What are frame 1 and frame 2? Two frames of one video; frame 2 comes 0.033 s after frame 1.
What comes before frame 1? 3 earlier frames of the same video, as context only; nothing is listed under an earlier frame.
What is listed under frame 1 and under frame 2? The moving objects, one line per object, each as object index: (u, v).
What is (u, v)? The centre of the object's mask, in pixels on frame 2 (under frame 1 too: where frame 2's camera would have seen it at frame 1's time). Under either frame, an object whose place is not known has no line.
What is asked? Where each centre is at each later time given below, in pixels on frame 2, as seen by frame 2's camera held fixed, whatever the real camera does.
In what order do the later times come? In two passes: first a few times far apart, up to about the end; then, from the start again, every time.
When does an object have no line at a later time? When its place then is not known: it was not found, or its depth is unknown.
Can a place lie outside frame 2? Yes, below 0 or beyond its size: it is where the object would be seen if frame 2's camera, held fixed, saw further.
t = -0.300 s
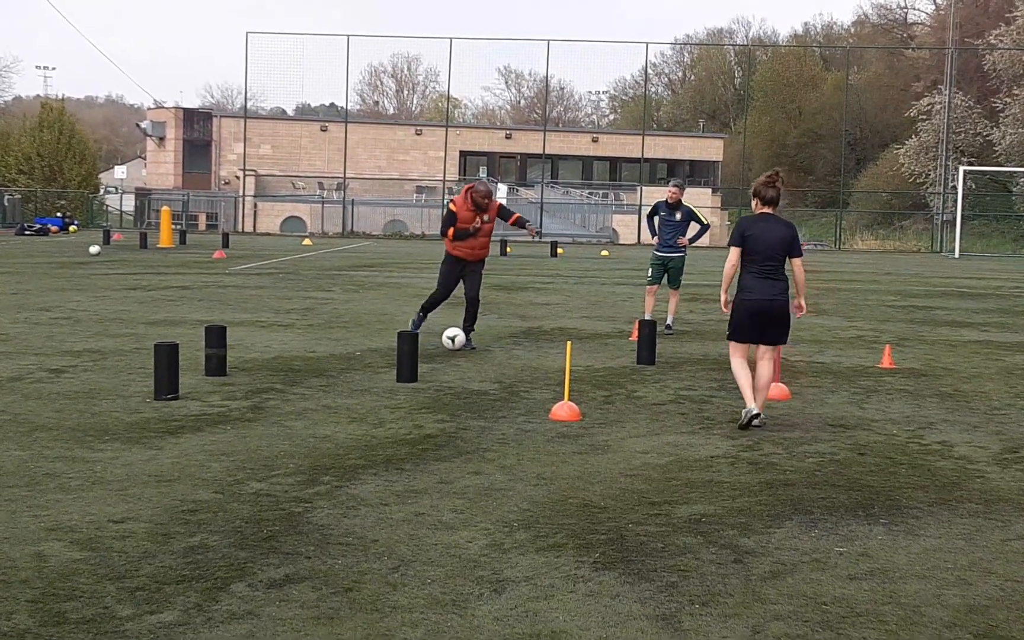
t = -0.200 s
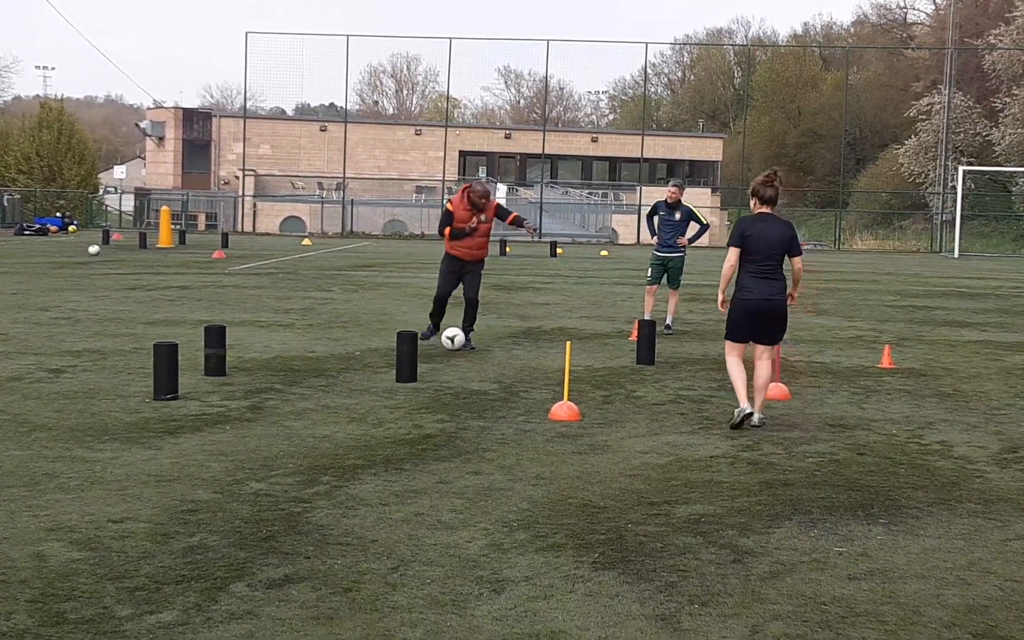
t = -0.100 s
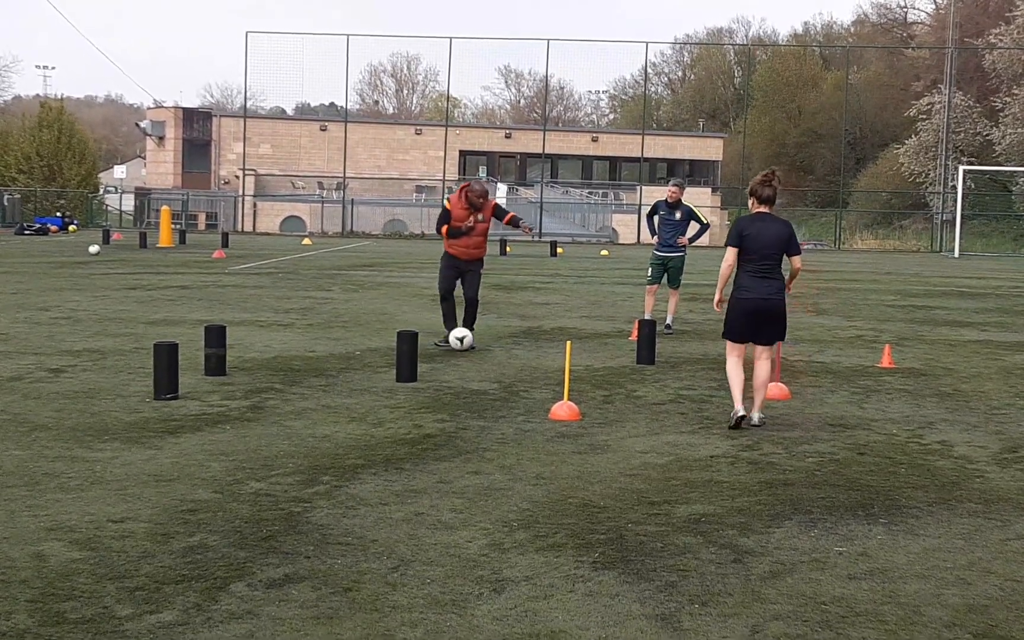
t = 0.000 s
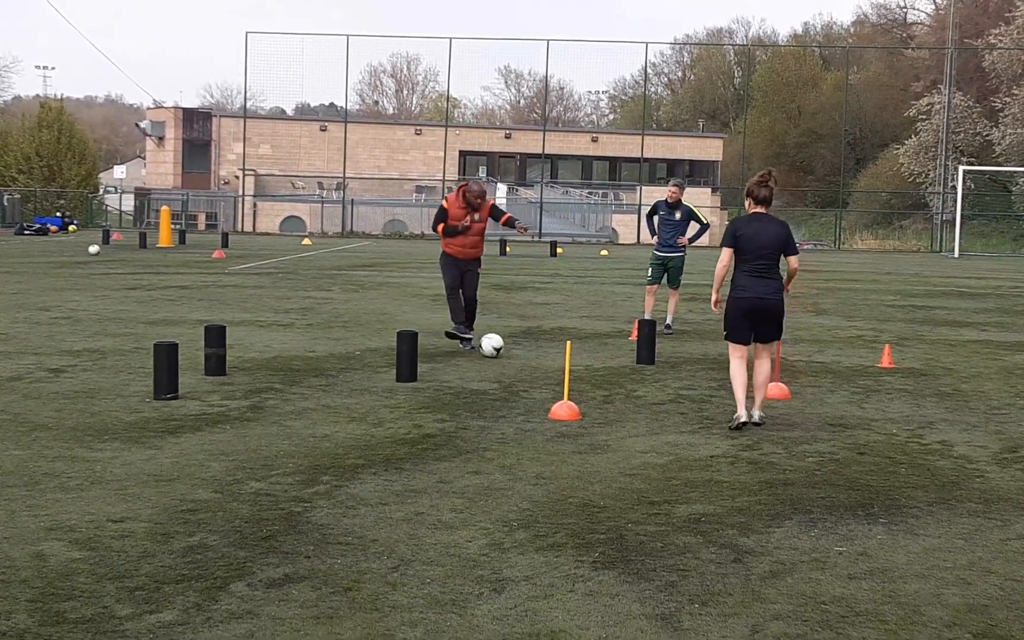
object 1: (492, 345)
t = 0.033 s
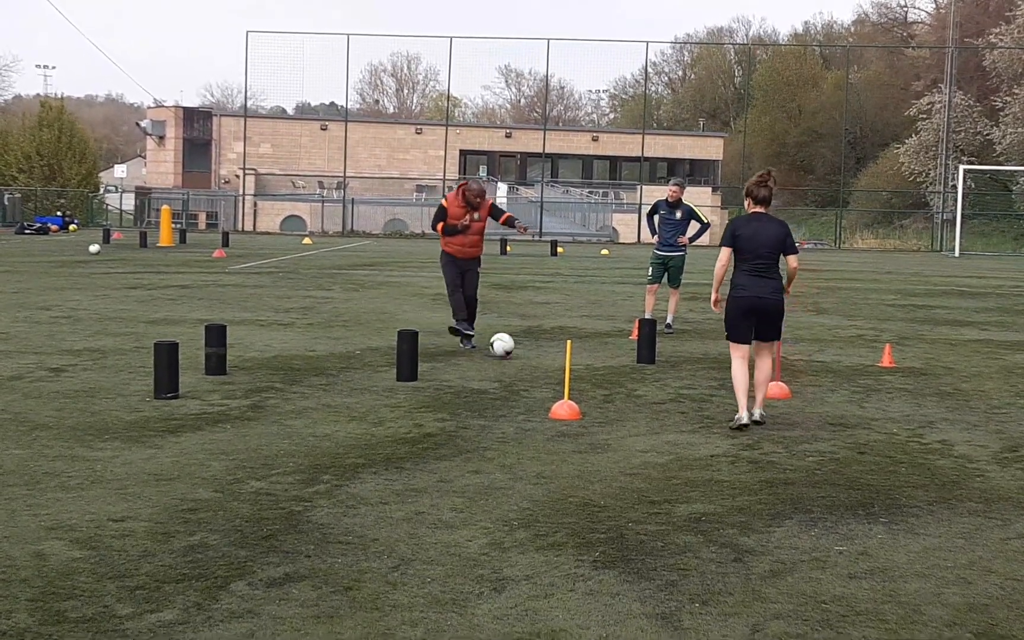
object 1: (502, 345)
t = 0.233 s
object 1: (557, 355)
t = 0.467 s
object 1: (615, 369)
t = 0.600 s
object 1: (646, 375)
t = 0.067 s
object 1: (511, 346)
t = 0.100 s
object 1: (521, 349)
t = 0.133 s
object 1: (531, 353)
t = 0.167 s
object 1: (541, 354)
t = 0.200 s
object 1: (549, 354)
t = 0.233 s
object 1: (557, 355)
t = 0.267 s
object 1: (566, 357)
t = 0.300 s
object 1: (579, 362)
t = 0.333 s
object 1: (584, 362)
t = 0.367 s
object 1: (592, 362)
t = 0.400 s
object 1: (600, 362)
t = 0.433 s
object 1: (608, 364)
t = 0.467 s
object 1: (615, 369)
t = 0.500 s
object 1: (623, 370)
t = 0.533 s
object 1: (631, 371)
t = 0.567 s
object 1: (639, 374)
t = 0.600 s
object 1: (646, 375)
